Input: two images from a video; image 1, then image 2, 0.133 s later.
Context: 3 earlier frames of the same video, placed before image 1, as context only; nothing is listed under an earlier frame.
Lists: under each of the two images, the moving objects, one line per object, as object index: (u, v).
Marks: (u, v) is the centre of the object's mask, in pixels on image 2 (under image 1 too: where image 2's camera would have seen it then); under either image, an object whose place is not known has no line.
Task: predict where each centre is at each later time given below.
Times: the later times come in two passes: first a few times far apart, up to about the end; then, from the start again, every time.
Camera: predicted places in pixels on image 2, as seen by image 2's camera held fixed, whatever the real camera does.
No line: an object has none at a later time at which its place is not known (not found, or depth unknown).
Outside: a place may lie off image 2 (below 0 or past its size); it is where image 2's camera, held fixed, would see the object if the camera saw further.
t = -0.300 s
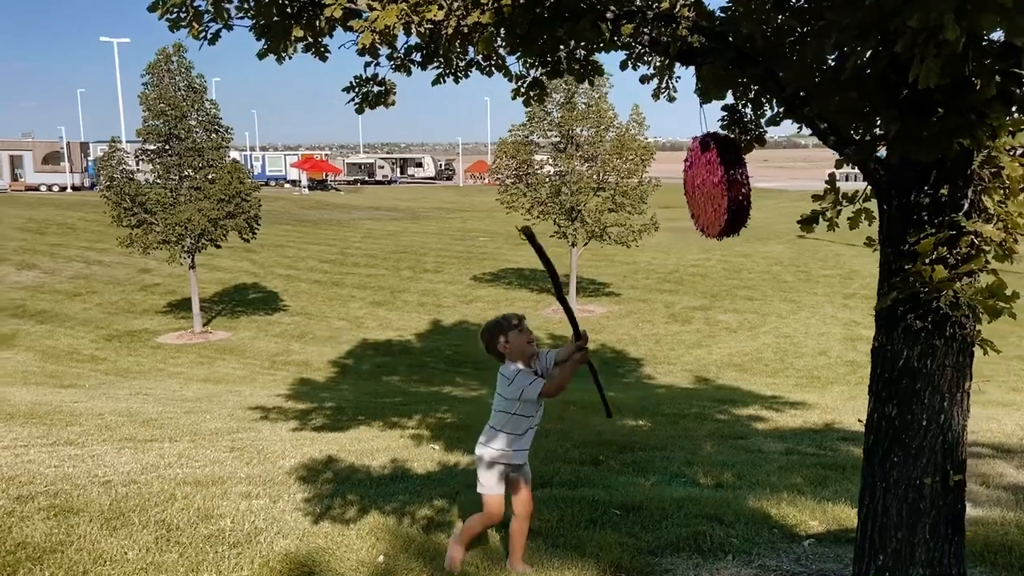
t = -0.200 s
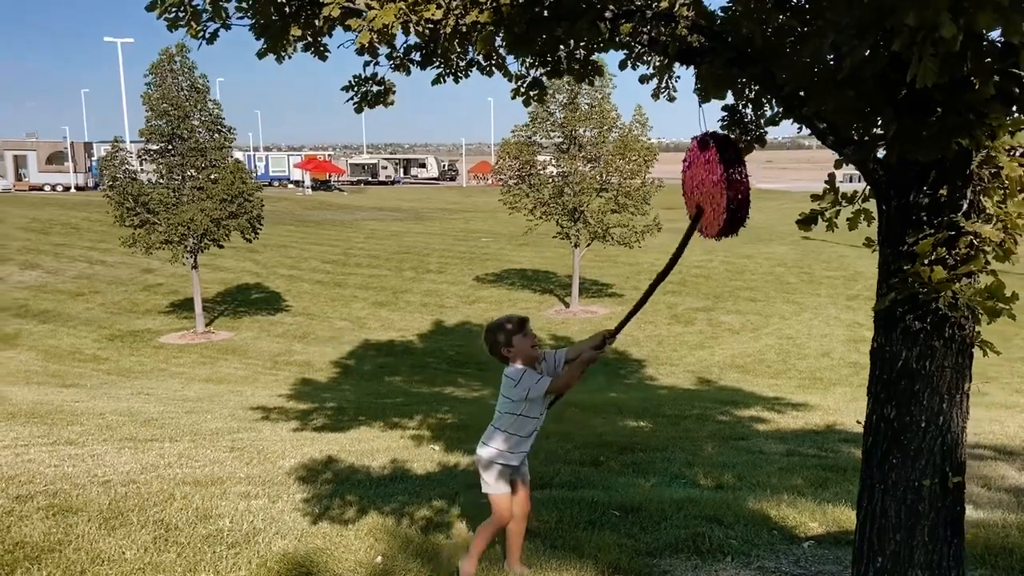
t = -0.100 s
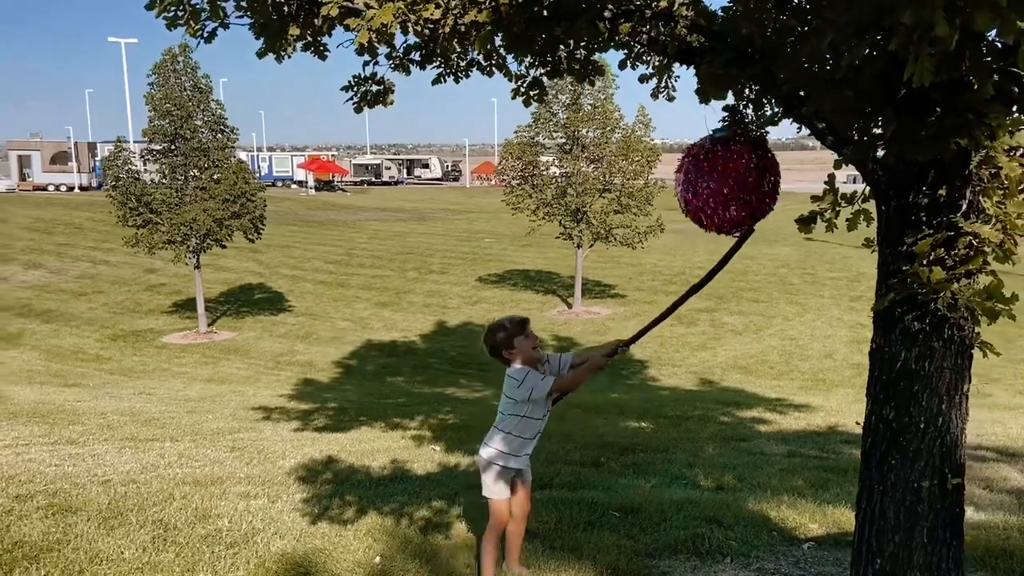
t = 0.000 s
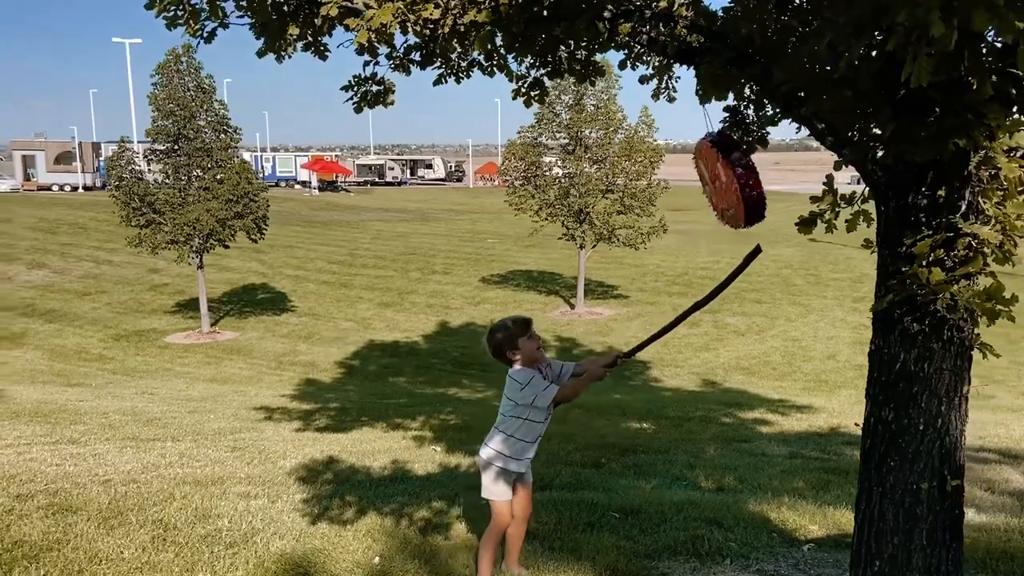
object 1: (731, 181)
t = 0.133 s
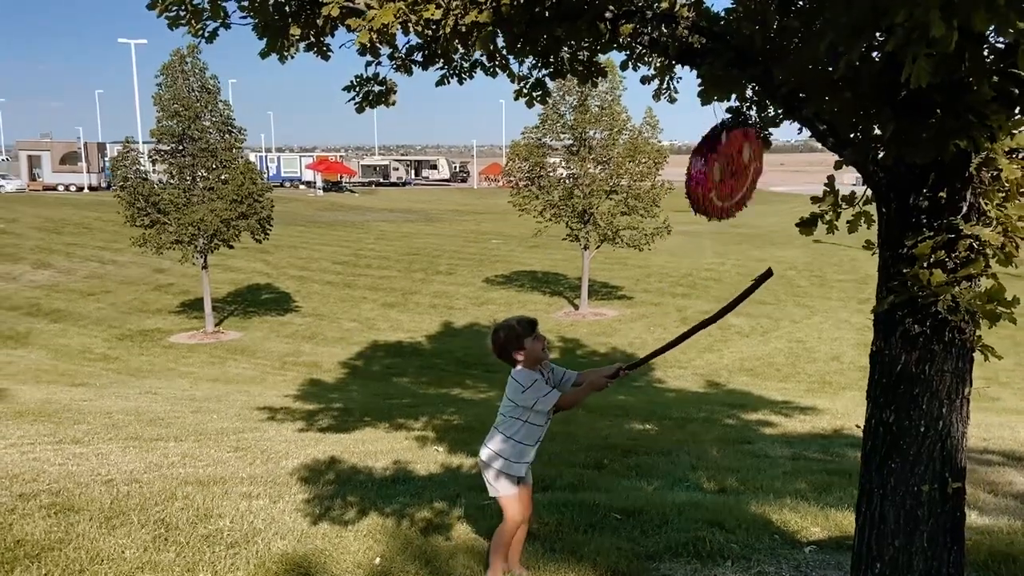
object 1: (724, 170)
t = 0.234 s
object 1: (707, 170)
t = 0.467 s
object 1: (664, 178)
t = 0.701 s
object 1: (647, 183)
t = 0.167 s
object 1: (719, 169)
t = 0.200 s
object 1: (714, 169)
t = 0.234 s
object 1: (707, 170)
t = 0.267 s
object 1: (702, 171)
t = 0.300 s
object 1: (697, 171)
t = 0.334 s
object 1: (692, 171)
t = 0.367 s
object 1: (686, 172)
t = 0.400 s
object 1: (678, 174)
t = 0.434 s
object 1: (671, 178)
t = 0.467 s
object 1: (664, 178)
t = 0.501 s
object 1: (658, 179)
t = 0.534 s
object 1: (653, 181)
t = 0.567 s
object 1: (651, 182)
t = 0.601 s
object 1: (647, 183)
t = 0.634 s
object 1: (645, 182)
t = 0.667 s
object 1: (647, 183)
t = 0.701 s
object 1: (647, 183)
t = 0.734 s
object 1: (649, 182)
